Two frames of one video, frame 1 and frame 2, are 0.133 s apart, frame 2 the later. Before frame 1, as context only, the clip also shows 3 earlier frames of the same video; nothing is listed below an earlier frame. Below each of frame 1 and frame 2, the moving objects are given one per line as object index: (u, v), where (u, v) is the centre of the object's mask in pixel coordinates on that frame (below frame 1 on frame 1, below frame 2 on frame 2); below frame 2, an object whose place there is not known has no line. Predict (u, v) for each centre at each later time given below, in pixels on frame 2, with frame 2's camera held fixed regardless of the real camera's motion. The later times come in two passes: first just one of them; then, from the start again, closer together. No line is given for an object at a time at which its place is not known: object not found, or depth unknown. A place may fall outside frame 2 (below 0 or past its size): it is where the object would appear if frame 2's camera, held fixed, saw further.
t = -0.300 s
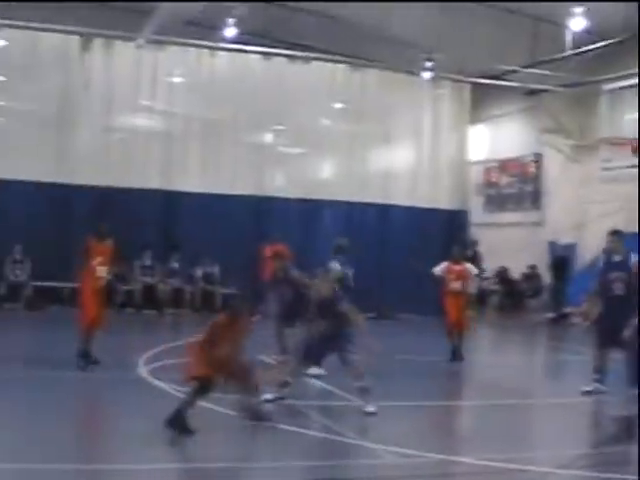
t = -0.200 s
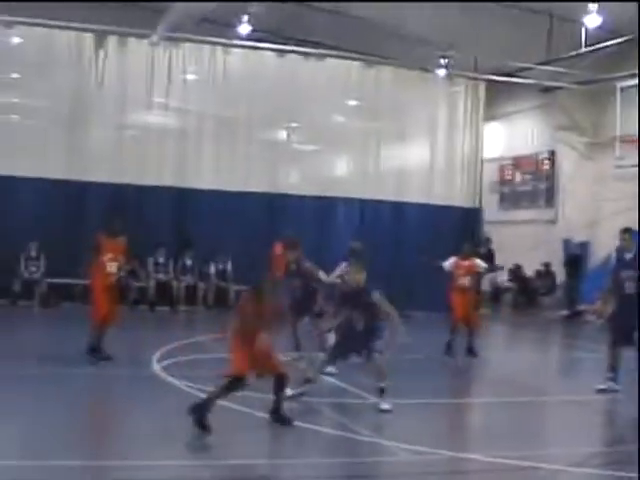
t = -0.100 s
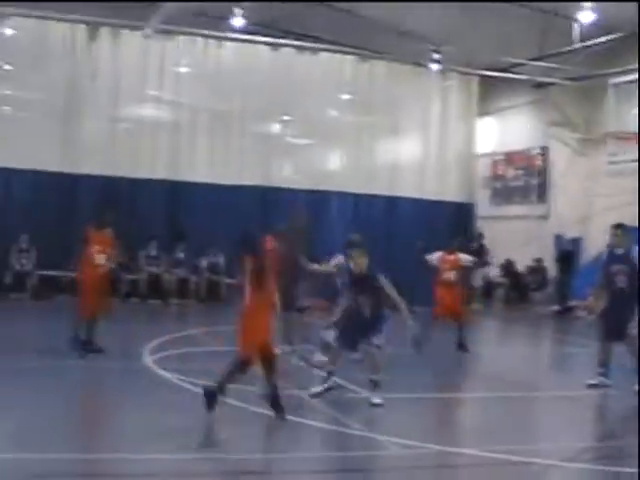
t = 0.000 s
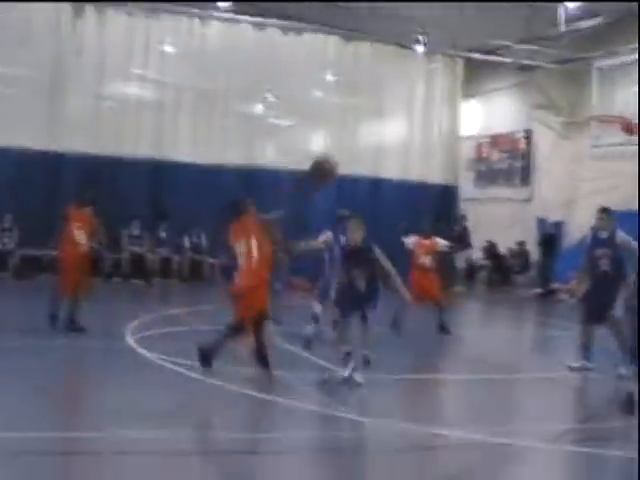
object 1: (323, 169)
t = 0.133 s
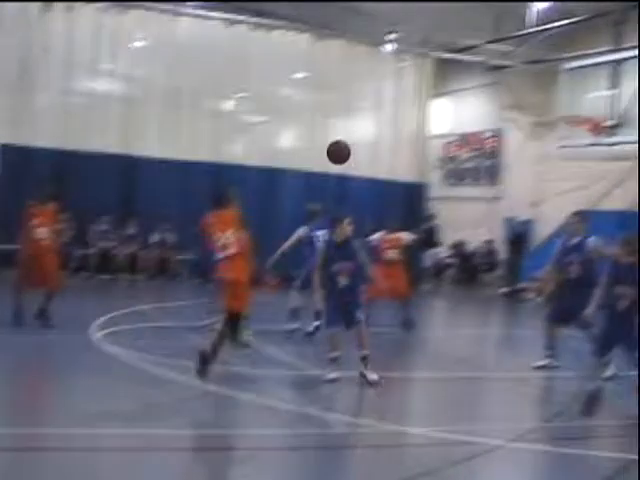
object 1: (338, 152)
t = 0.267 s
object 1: (373, 156)
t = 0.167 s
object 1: (348, 151)
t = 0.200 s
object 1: (357, 152)
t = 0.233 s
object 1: (365, 154)
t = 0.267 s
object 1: (373, 156)
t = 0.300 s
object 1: (380, 158)
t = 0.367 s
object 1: (394, 167)
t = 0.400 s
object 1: (400, 171)
